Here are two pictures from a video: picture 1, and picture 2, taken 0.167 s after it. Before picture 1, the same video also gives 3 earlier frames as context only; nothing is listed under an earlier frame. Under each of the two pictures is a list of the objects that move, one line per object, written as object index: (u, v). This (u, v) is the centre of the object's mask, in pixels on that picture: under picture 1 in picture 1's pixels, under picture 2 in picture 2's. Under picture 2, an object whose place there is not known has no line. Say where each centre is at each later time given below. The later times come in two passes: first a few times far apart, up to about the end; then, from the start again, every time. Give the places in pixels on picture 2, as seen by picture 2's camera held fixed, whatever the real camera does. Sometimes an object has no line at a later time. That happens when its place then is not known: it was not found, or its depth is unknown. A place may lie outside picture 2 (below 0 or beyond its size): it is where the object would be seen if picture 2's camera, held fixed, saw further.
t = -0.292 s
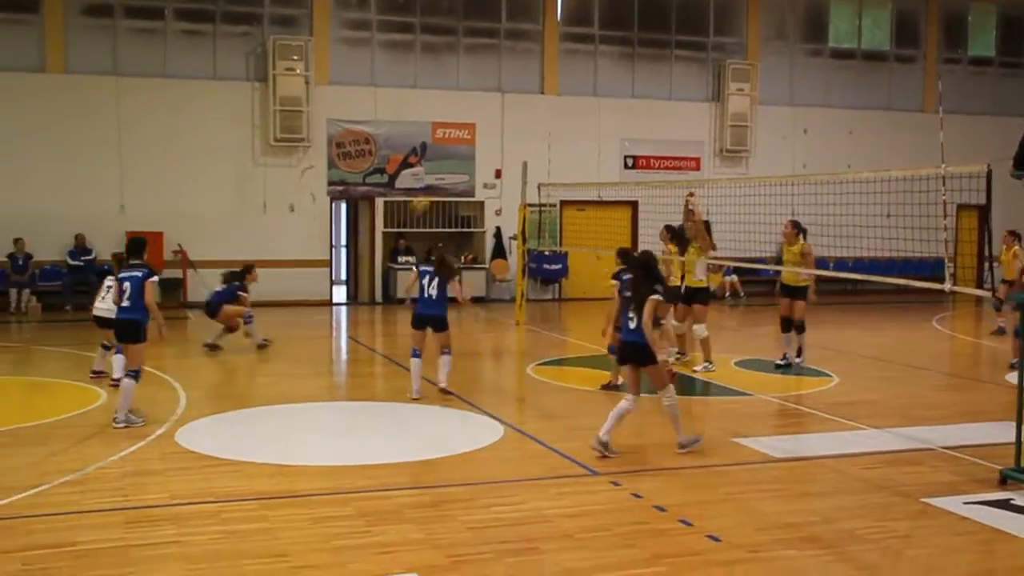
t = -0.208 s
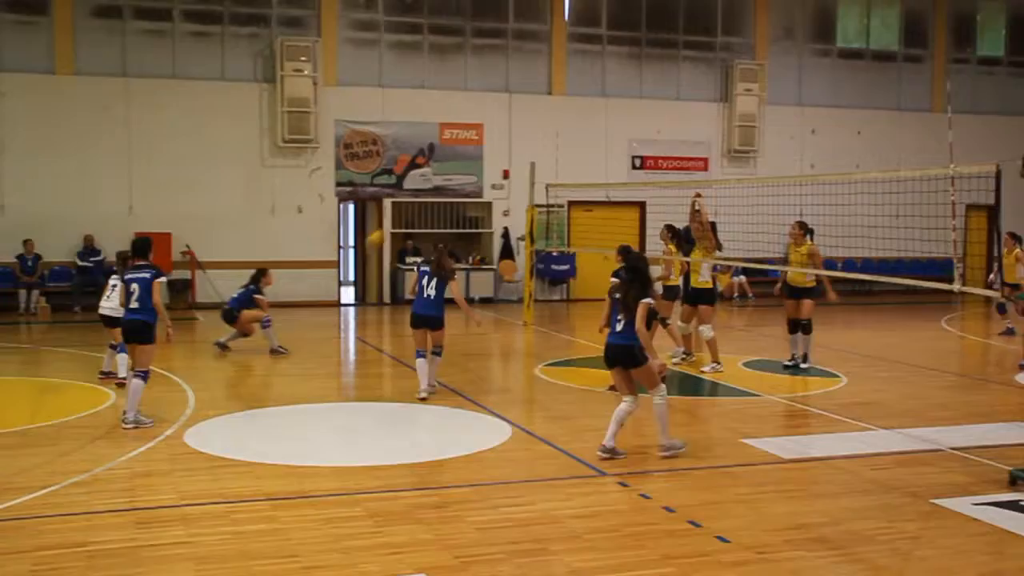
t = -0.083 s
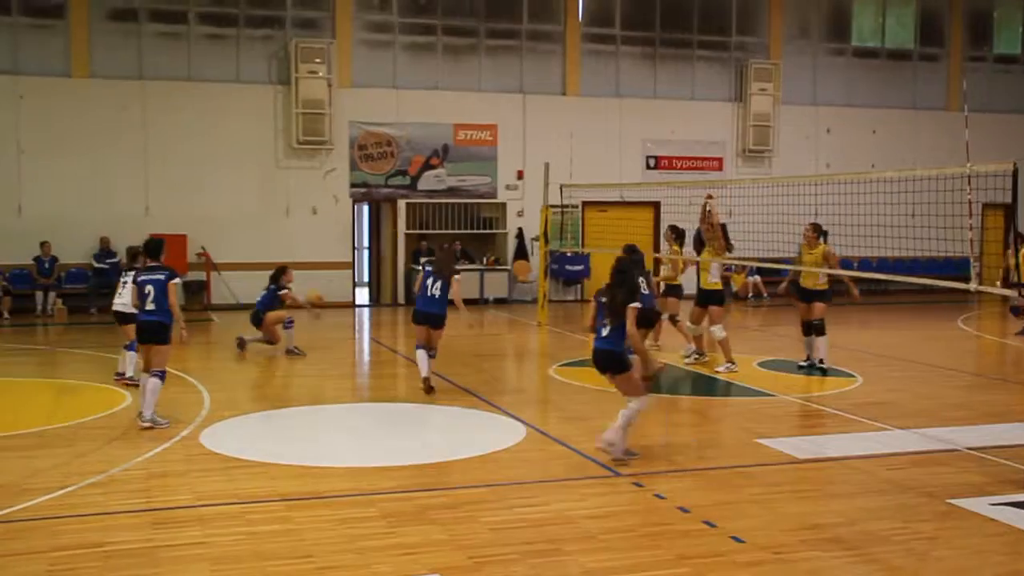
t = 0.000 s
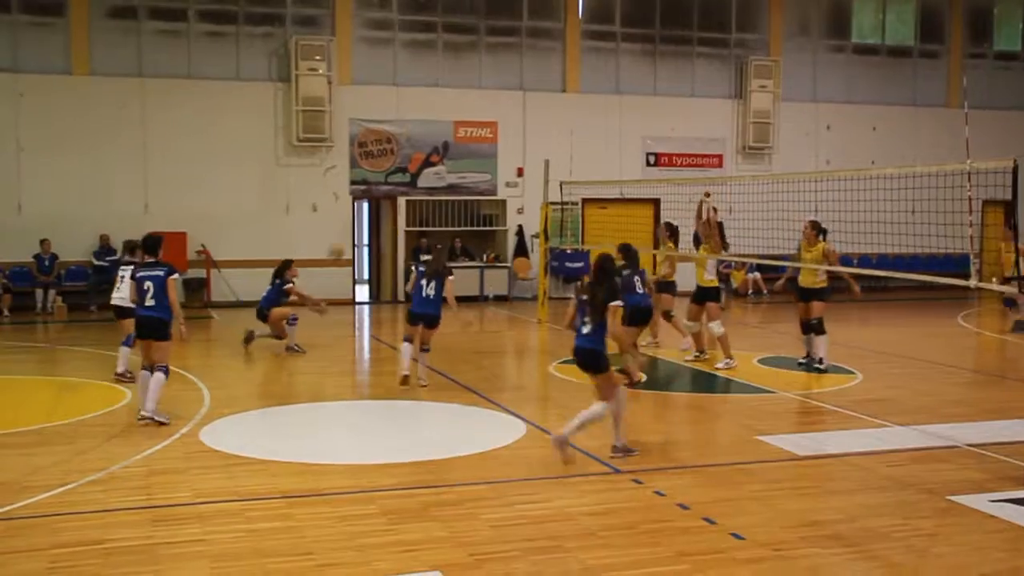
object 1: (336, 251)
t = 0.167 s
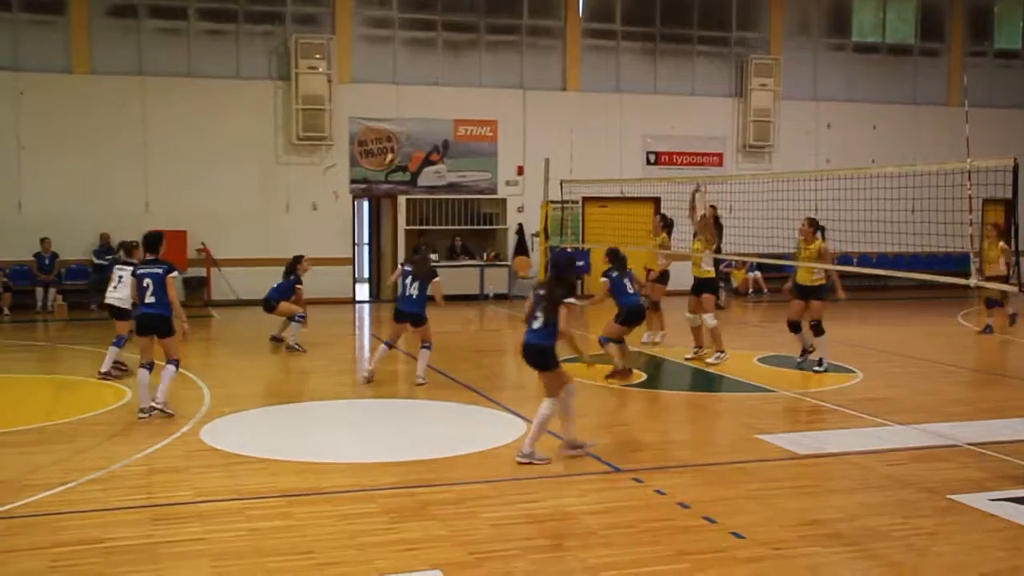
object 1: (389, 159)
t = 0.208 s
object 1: (398, 145)
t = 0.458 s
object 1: (466, 76)
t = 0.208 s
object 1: (398, 145)
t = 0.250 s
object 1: (412, 130)
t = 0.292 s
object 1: (422, 118)
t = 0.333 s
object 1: (433, 106)
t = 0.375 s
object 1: (444, 94)
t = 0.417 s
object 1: (456, 84)
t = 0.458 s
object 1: (466, 76)
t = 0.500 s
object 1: (477, 68)
